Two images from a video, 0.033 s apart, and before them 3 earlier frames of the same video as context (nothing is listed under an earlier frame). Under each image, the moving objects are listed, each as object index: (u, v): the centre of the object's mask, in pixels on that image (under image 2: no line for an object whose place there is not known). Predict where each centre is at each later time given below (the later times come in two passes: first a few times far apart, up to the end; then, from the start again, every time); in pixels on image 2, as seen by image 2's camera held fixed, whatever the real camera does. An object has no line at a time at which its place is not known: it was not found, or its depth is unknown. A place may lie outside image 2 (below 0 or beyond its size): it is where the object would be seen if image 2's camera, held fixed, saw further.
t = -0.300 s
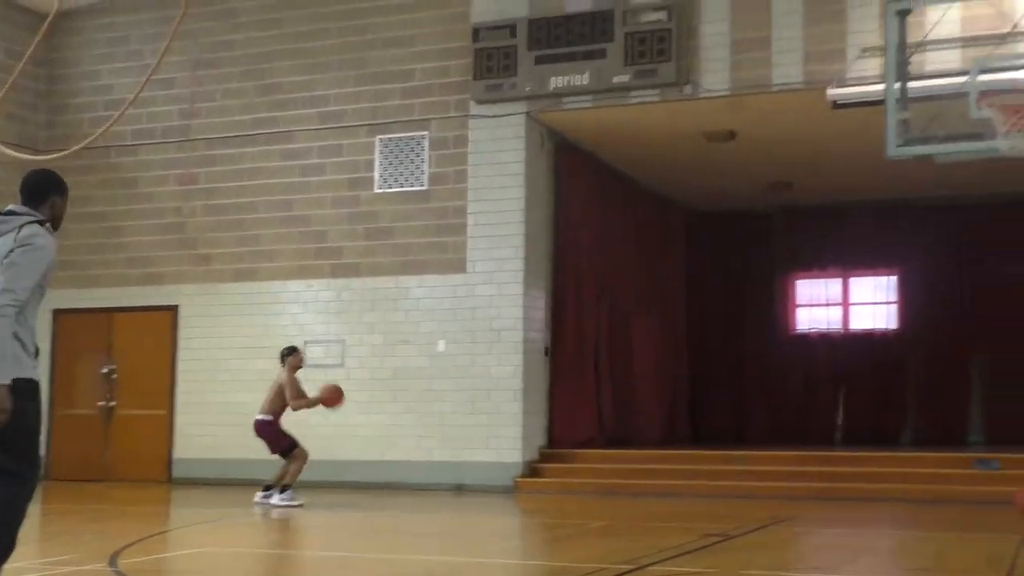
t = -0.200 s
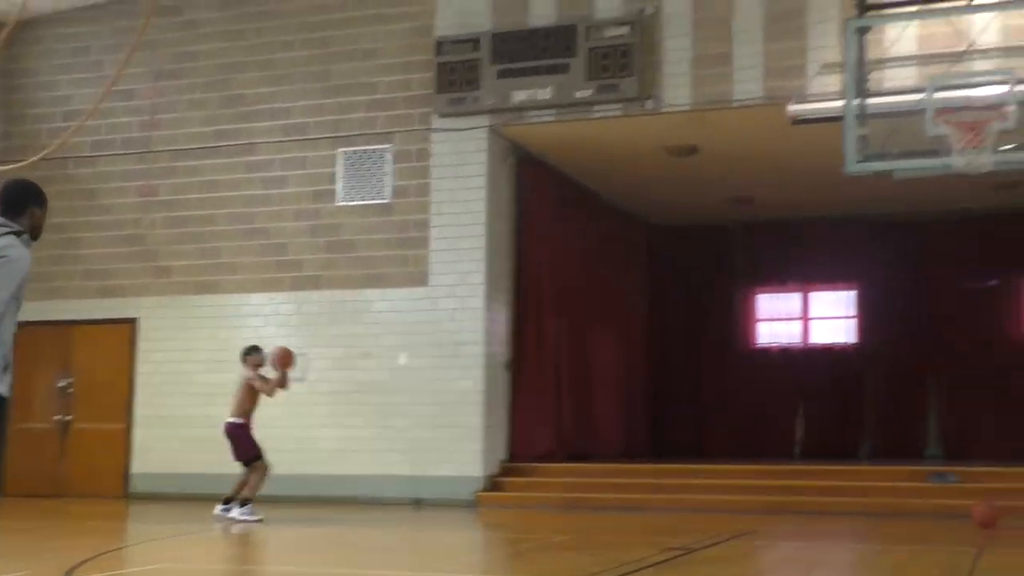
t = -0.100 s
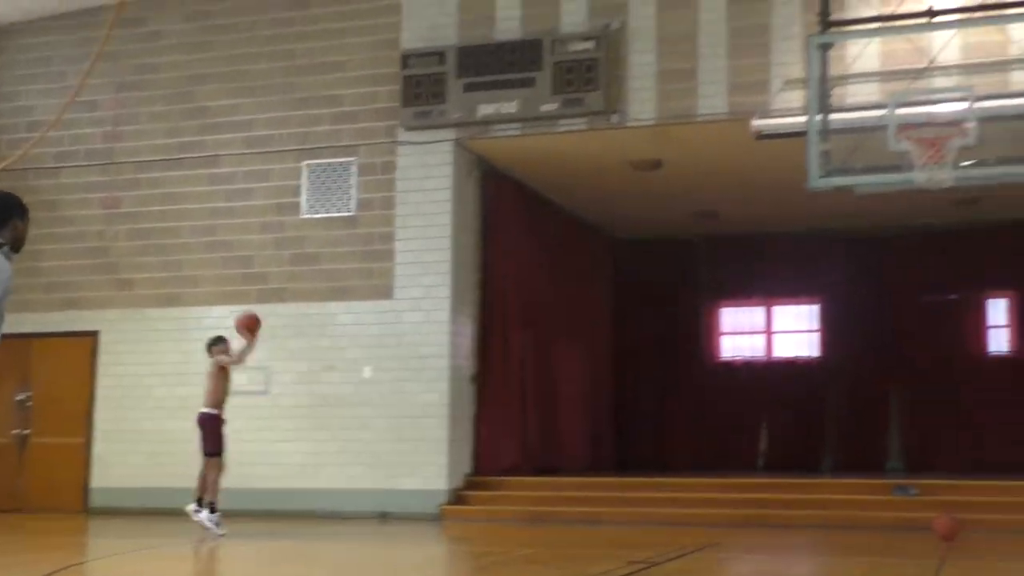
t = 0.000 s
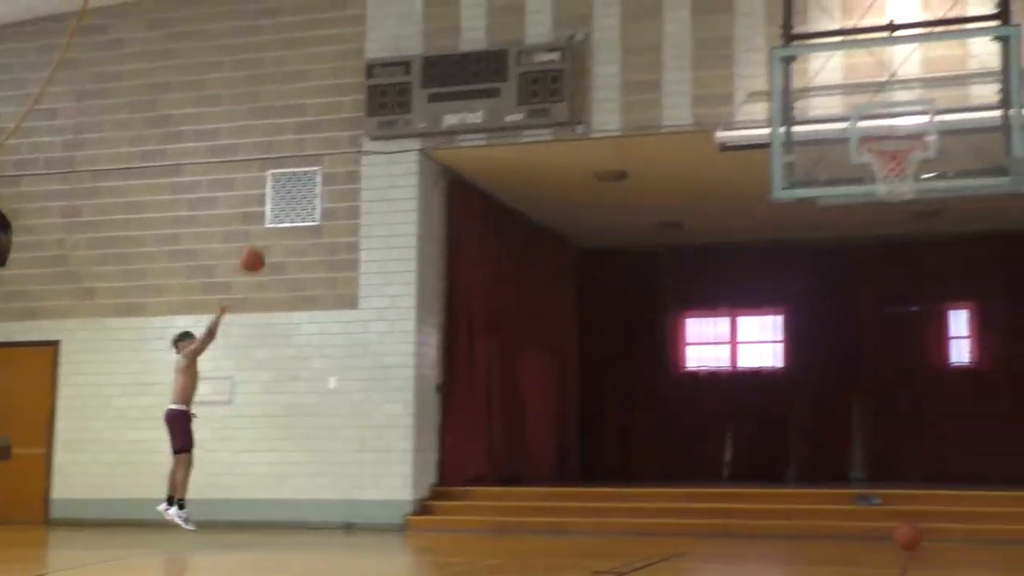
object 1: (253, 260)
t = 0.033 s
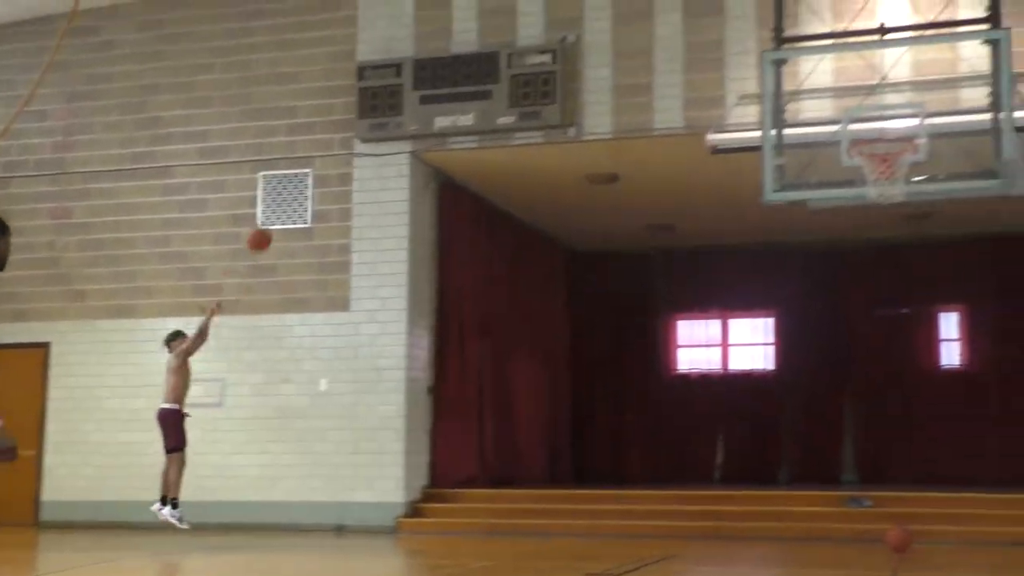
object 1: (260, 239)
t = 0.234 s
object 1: (353, 119)
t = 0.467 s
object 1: (468, 26)
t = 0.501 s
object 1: (484, 18)
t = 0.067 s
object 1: (274, 215)
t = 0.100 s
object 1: (290, 195)
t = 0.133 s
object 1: (307, 175)
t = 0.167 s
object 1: (324, 154)
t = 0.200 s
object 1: (338, 137)
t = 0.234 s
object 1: (353, 119)
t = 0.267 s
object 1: (369, 103)
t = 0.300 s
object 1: (386, 87)
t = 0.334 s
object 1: (401, 74)
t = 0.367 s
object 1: (417, 59)
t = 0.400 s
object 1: (435, 48)
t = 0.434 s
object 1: (451, 37)
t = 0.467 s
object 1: (468, 26)
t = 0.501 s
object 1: (484, 18)
